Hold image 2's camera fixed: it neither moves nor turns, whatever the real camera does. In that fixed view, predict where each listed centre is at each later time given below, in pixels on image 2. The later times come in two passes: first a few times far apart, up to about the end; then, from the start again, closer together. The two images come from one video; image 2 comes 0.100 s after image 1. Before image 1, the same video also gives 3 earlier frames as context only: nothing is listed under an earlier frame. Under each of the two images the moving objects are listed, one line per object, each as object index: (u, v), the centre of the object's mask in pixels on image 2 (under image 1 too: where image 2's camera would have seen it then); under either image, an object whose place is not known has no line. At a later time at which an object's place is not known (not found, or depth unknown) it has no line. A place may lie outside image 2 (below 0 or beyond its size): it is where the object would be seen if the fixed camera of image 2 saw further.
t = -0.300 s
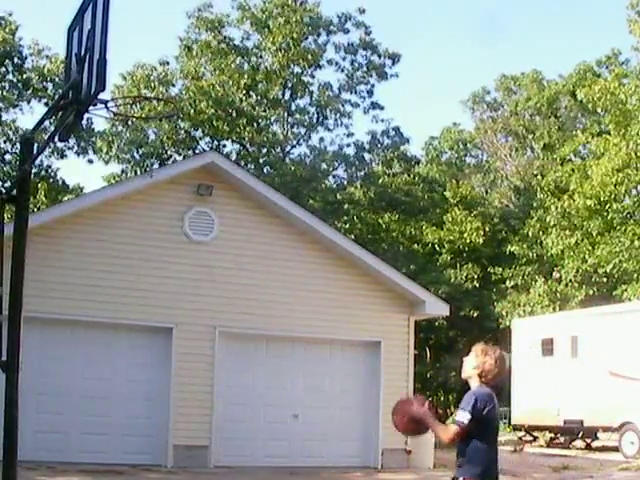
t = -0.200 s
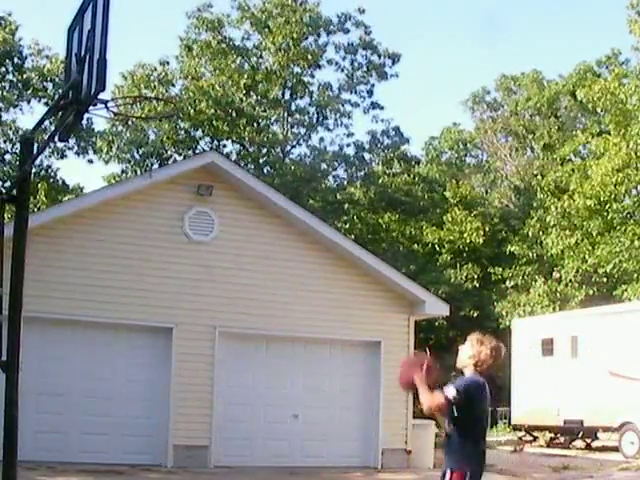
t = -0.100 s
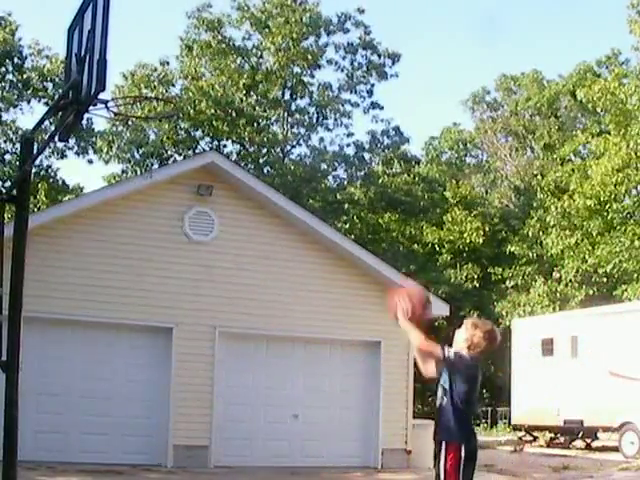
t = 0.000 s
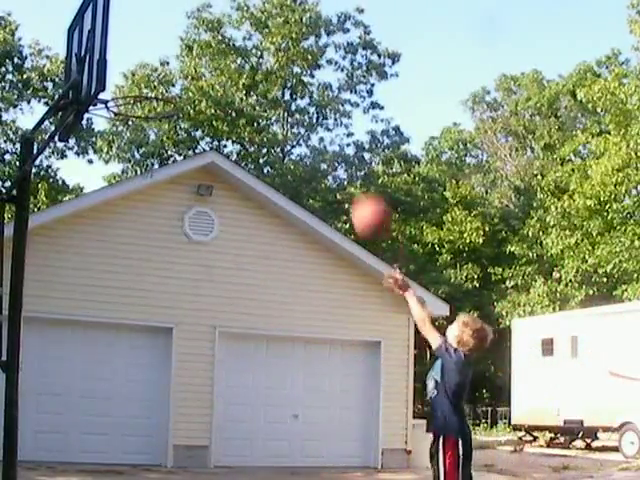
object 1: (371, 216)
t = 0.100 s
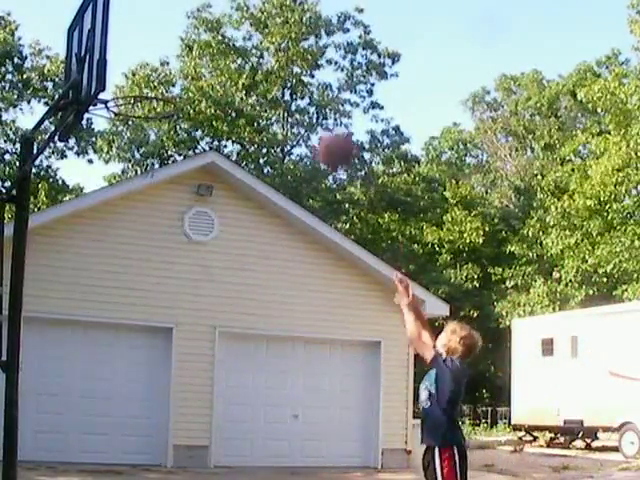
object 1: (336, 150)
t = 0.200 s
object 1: (302, 102)
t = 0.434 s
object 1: (230, 58)
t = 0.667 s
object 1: (159, 87)
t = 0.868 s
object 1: (128, 102)
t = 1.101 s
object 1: (95, 156)
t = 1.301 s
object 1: (65, 259)
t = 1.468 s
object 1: (40, 385)
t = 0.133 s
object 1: (323, 133)
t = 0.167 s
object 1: (313, 115)
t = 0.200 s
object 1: (302, 102)
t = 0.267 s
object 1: (280, 81)
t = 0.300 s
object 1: (270, 74)
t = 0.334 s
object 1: (260, 67)
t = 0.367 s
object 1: (249, 62)
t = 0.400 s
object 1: (239, 60)
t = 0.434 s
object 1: (230, 58)
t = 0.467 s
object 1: (220, 58)
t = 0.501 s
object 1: (210, 59)
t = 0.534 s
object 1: (198, 62)
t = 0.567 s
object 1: (189, 66)
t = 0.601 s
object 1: (180, 72)
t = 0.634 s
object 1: (169, 79)
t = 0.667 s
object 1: (159, 87)
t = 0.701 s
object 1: (149, 97)
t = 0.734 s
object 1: (143, 100)
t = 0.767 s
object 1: (140, 99)
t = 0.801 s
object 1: (136, 98)
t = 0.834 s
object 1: (132, 99)
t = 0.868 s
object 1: (128, 102)
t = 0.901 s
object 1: (123, 107)
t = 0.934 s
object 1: (119, 112)
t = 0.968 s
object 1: (114, 116)
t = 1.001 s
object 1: (110, 126)
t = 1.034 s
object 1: (103, 135)
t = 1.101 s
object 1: (95, 156)
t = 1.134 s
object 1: (91, 170)
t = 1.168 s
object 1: (85, 185)
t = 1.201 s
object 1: (80, 202)
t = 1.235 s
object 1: (75, 219)
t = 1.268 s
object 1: (70, 238)
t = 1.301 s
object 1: (65, 259)
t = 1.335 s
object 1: (60, 282)
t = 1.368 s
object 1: (55, 305)
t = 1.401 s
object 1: (49, 330)
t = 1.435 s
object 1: (45, 357)
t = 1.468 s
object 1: (40, 385)
